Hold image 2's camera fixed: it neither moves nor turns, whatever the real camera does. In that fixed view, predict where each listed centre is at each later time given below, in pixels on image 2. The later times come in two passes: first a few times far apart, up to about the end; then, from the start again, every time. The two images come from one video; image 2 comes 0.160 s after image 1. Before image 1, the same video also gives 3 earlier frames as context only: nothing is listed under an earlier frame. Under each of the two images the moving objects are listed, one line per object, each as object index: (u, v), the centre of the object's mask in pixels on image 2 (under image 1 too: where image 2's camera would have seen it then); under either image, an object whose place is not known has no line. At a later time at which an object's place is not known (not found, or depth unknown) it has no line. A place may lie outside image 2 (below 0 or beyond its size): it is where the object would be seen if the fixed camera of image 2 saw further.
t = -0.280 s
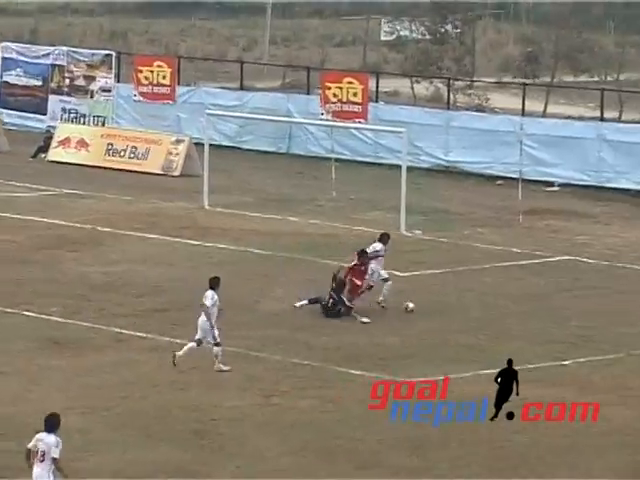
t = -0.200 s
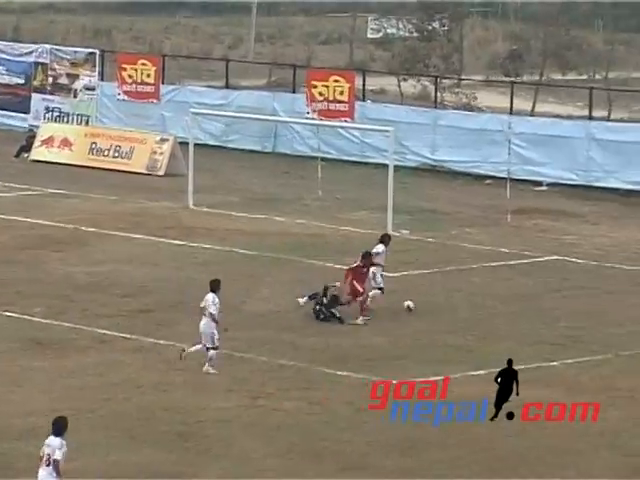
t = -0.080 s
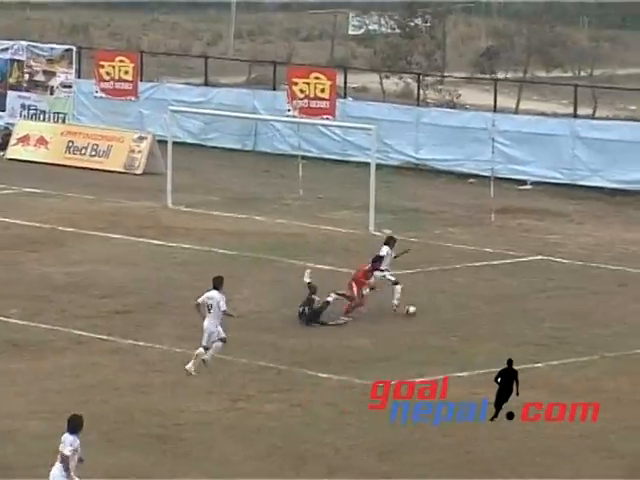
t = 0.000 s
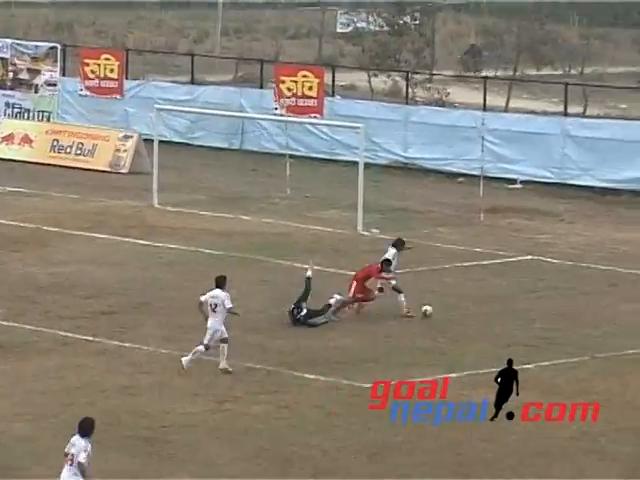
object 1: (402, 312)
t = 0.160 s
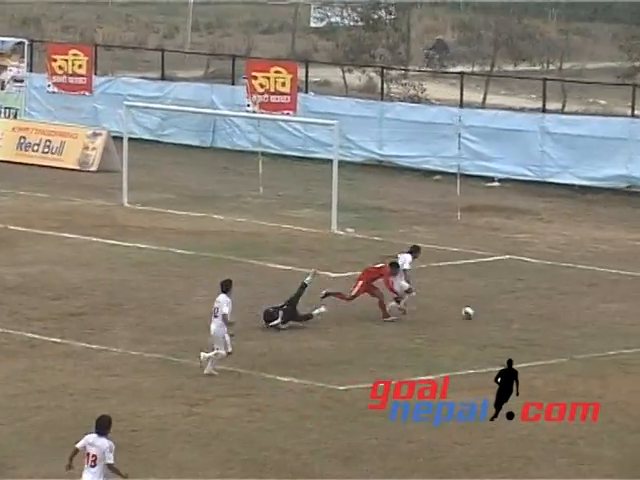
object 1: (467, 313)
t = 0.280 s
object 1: (509, 313)
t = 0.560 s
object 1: (591, 318)
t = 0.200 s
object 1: (483, 313)
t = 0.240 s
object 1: (496, 313)
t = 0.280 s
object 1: (509, 313)
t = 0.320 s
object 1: (522, 312)
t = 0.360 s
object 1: (533, 312)
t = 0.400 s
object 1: (547, 314)
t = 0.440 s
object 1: (560, 315)
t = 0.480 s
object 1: (571, 315)
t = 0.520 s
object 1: (582, 316)
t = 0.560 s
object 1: (591, 318)
